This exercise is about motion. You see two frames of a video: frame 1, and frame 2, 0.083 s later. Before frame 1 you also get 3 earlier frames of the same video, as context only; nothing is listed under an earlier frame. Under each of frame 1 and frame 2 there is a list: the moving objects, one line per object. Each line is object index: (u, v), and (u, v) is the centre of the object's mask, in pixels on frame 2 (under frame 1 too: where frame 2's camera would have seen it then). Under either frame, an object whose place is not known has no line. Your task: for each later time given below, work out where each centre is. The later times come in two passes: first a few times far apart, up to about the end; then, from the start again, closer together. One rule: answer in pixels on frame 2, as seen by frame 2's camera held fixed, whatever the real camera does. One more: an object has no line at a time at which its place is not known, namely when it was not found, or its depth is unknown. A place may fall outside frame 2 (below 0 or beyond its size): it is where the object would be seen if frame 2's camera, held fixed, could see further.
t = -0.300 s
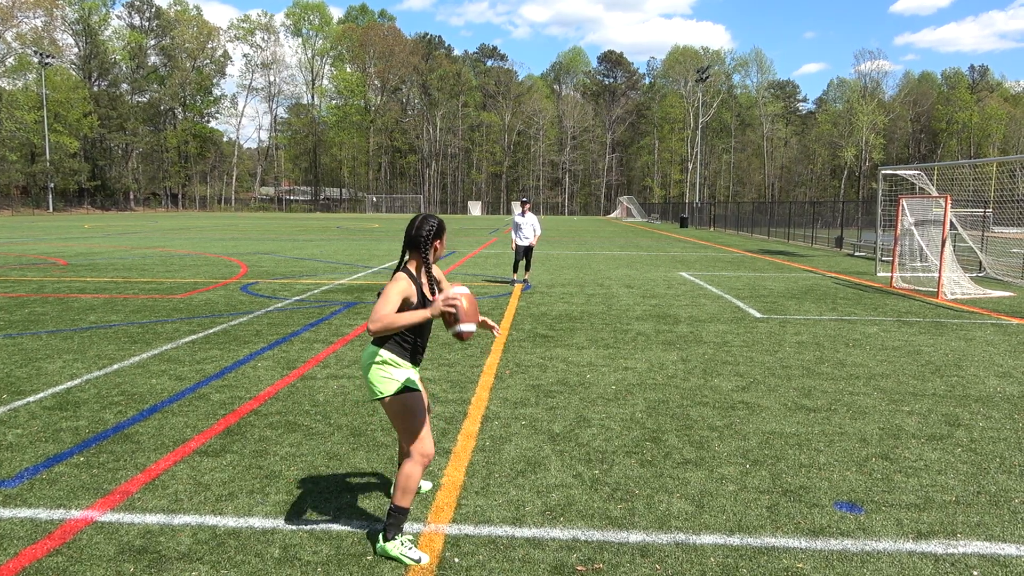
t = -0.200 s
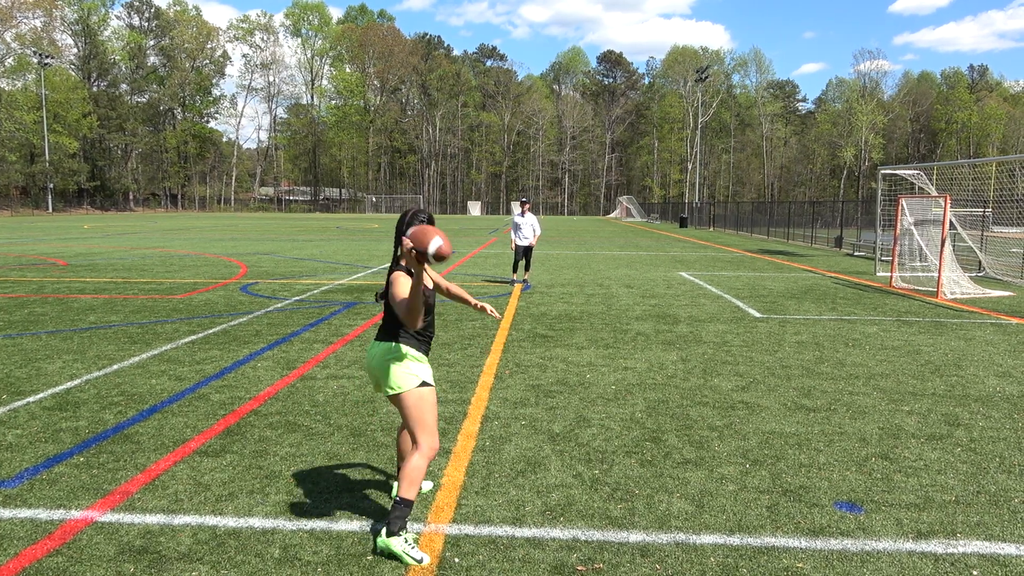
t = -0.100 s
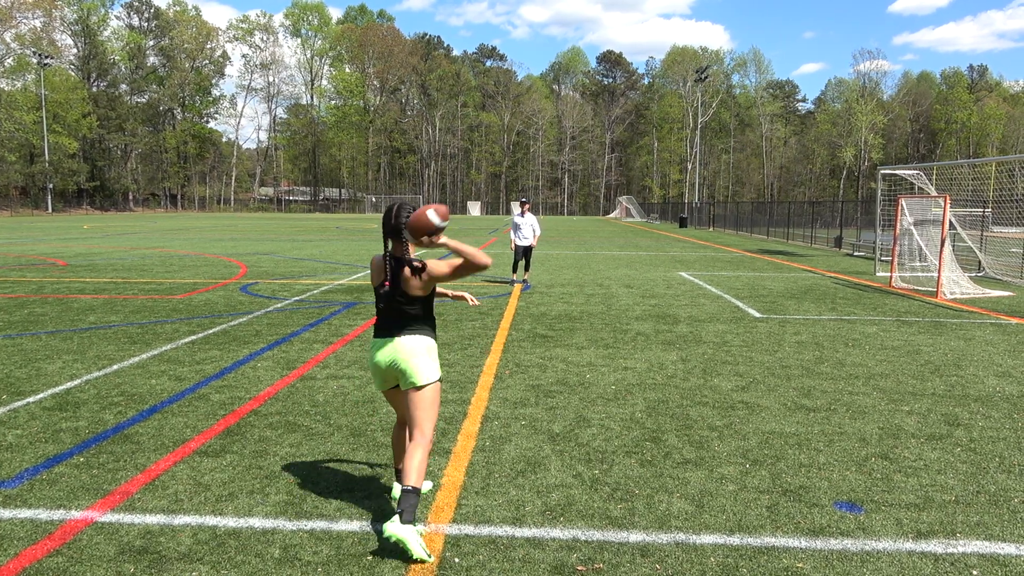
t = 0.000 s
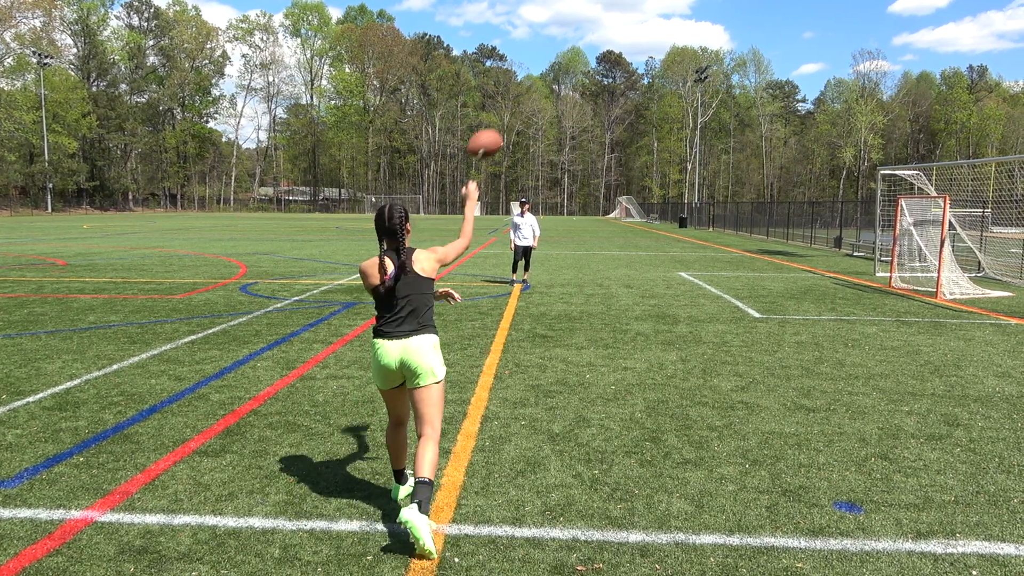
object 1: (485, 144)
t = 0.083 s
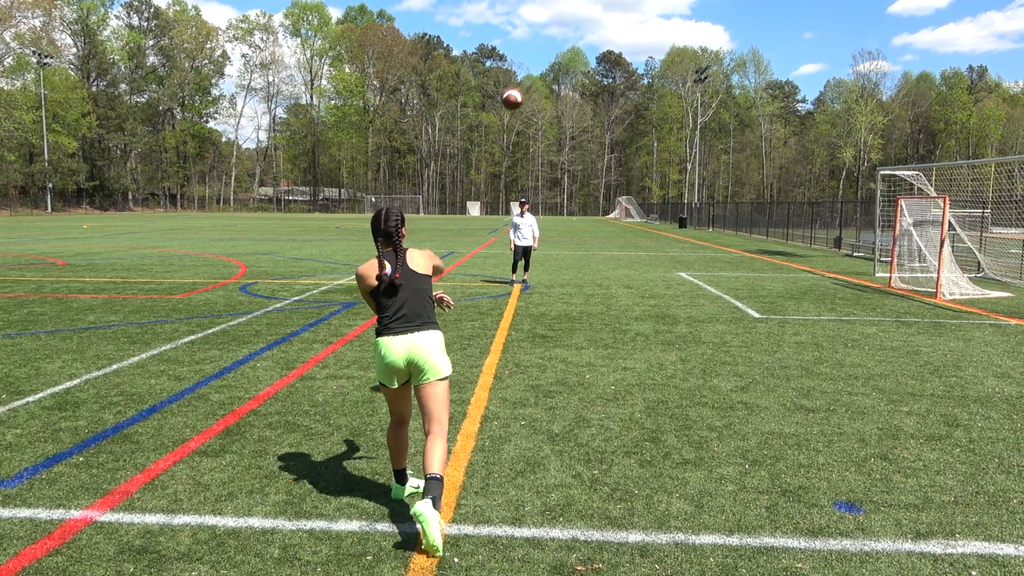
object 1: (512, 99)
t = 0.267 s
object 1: (546, 63)
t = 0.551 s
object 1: (568, 78)
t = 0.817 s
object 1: (577, 122)
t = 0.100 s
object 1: (516, 92)
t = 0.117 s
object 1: (520, 86)
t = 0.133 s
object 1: (524, 82)
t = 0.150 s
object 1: (528, 78)
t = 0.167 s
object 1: (531, 74)
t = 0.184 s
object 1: (534, 72)
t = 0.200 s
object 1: (537, 69)
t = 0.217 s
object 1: (539, 67)
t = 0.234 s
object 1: (542, 65)
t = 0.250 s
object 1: (544, 64)
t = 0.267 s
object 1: (546, 63)
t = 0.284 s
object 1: (548, 62)
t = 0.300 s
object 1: (550, 62)
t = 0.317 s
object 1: (552, 62)
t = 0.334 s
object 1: (554, 62)
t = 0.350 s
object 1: (555, 62)
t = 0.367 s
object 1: (557, 63)
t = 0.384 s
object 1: (558, 64)
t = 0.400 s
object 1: (559, 65)
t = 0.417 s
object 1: (560, 65)
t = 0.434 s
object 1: (562, 66)
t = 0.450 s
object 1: (563, 67)
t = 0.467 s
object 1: (564, 69)
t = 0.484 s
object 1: (565, 70)
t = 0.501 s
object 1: (566, 73)
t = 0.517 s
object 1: (567, 75)
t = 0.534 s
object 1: (567, 77)
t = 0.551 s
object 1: (568, 78)
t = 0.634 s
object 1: (573, 90)
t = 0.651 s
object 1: (573, 93)
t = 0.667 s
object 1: (574, 96)
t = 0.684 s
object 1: (574, 98)
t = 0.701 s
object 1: (575, 101)
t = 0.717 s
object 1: (575, 104)
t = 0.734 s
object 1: (575, 107)
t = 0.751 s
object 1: (576, 110)
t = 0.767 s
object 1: (576, 113)
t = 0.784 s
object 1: (577, 115)
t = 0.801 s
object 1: (577, 119)
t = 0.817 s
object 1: (577, 122)
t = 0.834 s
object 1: (577, 125)
